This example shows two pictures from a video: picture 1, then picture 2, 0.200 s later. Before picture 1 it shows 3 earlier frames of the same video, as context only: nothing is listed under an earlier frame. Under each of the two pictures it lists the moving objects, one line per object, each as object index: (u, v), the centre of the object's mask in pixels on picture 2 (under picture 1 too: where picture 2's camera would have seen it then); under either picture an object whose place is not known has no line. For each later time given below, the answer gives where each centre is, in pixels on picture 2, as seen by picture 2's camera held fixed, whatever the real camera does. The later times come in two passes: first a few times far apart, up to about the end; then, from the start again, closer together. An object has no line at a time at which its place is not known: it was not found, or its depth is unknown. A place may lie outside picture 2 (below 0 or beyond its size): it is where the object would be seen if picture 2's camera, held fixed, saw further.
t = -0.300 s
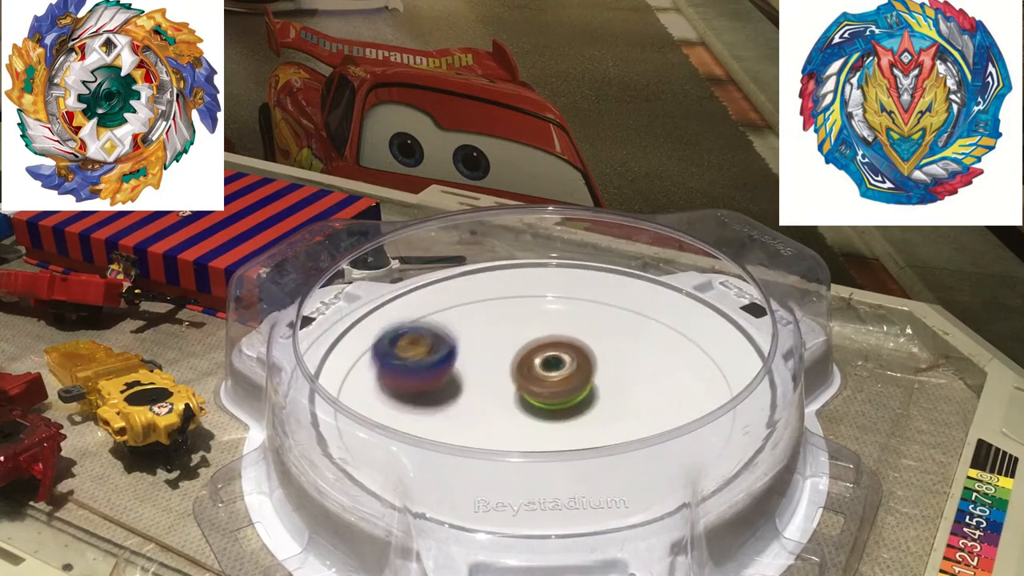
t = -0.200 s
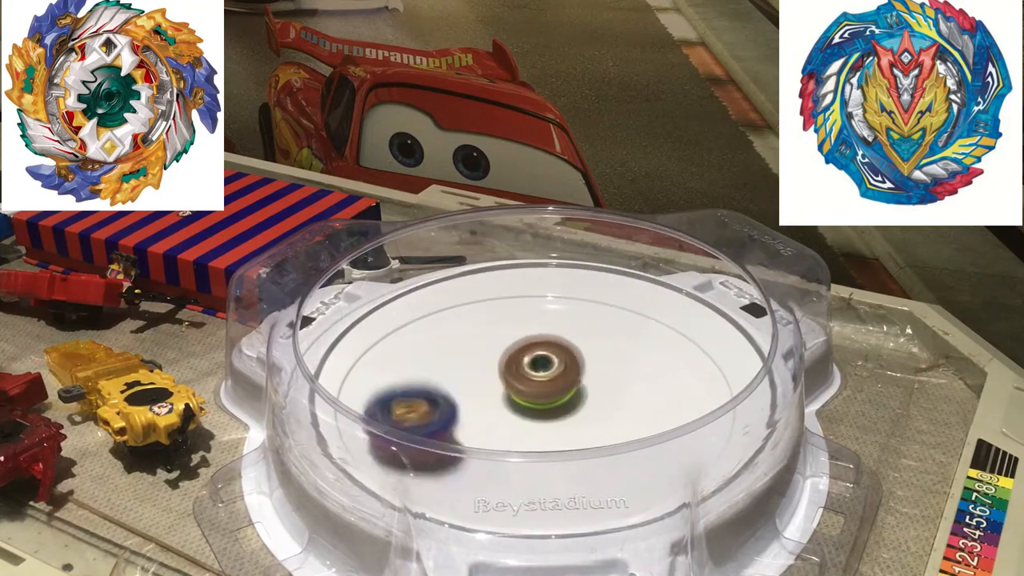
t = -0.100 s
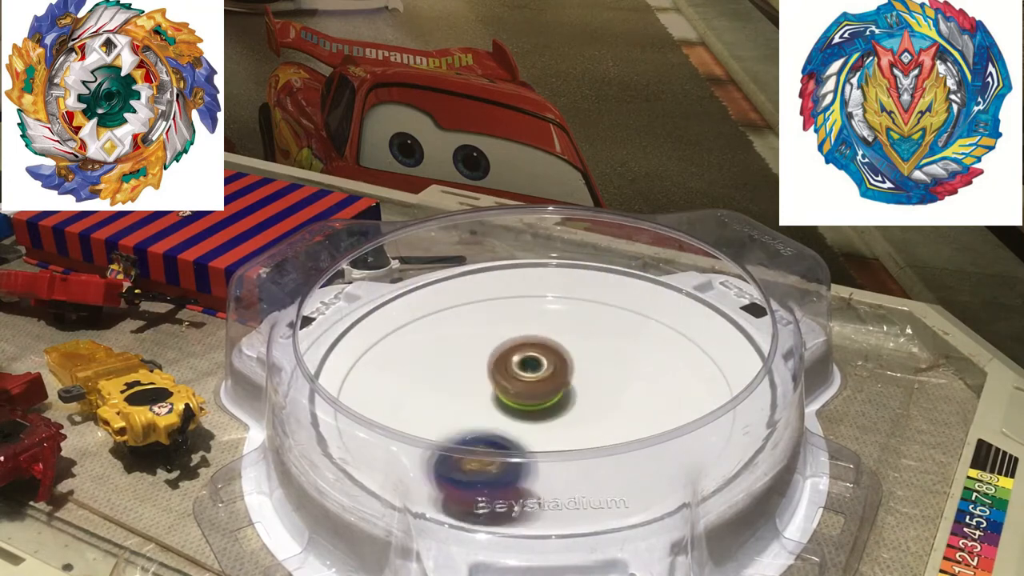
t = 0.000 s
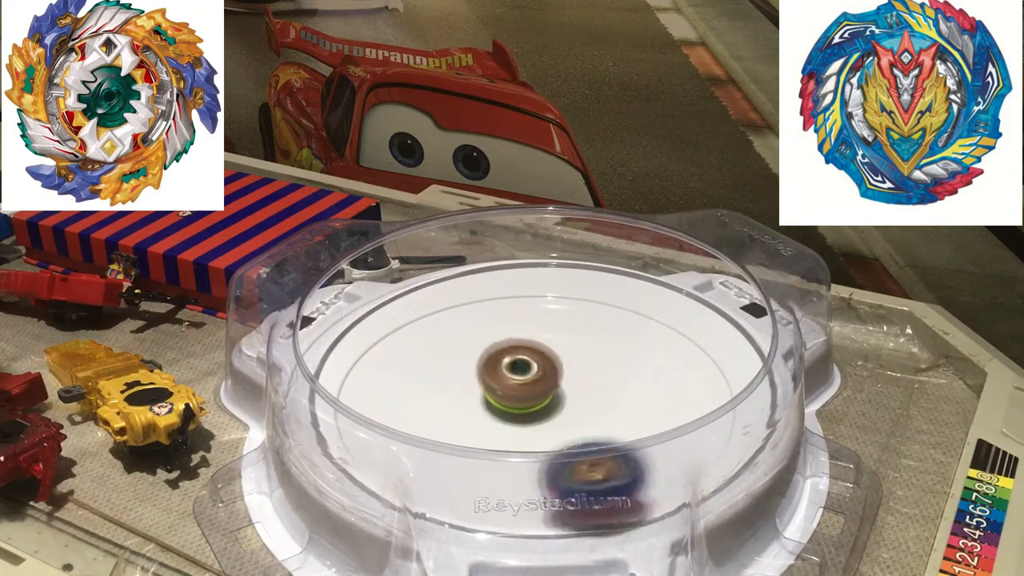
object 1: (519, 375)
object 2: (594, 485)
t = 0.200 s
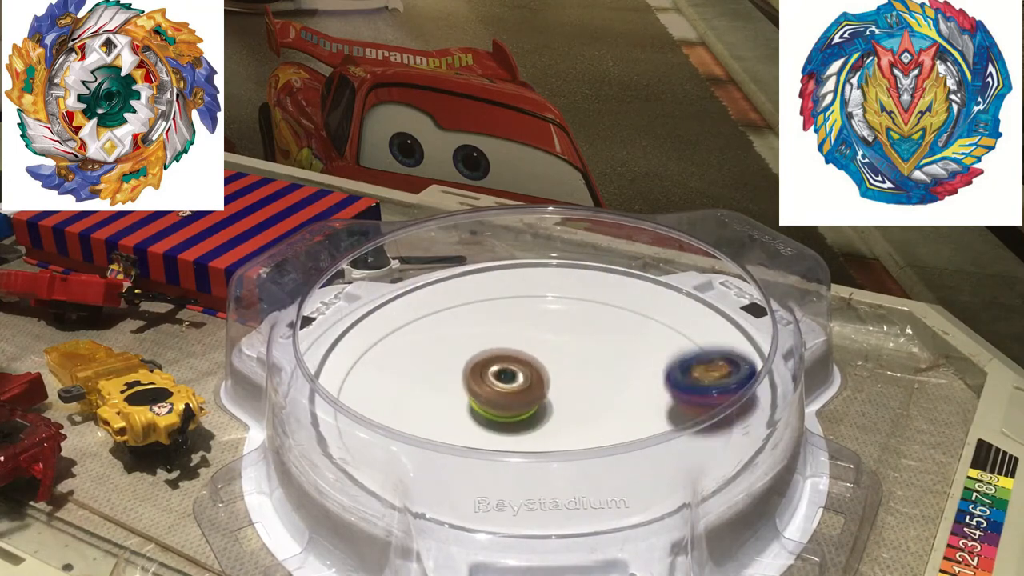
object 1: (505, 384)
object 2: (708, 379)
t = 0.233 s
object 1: (504, 386)
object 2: (703, 366)
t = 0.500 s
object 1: (505, 403)
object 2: (483, 322)
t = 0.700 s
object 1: (518, 411)
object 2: (364, 397)
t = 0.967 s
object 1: (544, 413)
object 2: (572, 485)
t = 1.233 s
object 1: (563, 405)
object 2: (661, 347)
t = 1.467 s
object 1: (566, 394)
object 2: (501, 288)
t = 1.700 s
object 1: (557, 385)
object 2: (364, 361)
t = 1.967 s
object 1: (538, 381)
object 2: (555, 464)
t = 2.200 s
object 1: (524, 385)
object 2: (711, 372)
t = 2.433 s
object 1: (519, 393)
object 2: (604, 295)
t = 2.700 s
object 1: (527, 402)
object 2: (415, 365)
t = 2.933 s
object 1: (541, 404)
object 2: (476, 474)
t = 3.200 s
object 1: (552, 401)
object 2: (694, 429)
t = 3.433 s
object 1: (553, 395)
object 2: (616, 330)
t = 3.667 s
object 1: (548, 389)
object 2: (432, 327)
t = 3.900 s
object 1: (538, 387)
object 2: (373, 419)
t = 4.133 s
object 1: (531, 389)
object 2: (572, 465)
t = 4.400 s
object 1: (529, 395)
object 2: (666, 346)
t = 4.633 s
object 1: (534, 400)
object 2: (537, 289)
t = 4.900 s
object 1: (543, 400)
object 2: (406, 378)
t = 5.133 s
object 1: (548, 396)
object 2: (529, 465)
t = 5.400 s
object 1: (547, 393)
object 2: (707, 401)
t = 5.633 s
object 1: (541, 390)
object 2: (616, 326)
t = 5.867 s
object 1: (534, 390)
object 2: (445, 342)
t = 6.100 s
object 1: (530, 393)
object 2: (394, 428)
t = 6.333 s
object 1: (531, 396)
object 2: (558, 467)
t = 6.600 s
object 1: (539, 399)
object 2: (648, 367)
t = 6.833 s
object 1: (544, 398)
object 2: (541, 304)
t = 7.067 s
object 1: (547, 395)
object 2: (422, 348)
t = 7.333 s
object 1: (546, 389)
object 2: (501, 449)
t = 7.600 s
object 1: (539, 390)
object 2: (676, 408)
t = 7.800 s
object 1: (537, 391)
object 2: (650, 345)
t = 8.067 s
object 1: (535, 395)
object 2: (487, 344)
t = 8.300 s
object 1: (538, 397)
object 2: (423, 409)
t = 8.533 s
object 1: (542, 395)
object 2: (532, 462)
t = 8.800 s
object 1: (533, 393)
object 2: (646, 393)
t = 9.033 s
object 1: (521, 389)
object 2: (597, 327)
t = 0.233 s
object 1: (504, 386)
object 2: (703, 366)
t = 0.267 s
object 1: (503, 388)
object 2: (687, 352)
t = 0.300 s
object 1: (502, 390)
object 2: (665, 339)
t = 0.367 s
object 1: (502, 394)
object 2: (609, 322)
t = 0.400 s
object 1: (502, 396)
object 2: (578, 317)
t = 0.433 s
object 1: (502, 398)
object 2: (545, 316)
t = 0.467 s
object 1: (503, 400)
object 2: (514, 318)
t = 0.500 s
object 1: (505, 403)
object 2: (483, 322)
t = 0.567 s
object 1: (508, 406)
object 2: (427, 339)
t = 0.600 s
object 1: (510, 407)
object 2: (403, 351)
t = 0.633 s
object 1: (512, 408)
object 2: (384, 364)
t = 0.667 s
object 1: (515, 410)
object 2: (371, 380)
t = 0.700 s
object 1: (518, 411)
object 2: (364, 397)
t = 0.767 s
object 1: (524, 413)
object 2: (374, 435)
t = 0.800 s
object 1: (527, 413)
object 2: (391, 451)
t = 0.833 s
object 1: (531, 414)
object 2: (419, 466)
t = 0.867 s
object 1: (534, 414)
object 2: (451, 475)
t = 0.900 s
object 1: (537, 414)
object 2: (490, 484)
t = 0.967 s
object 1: (544, 413)
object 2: (572, 485)
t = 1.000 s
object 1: (546, 413)
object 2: (606, 472)
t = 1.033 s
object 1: (550, 413)
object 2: (637, 460)
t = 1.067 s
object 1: (552, 412)
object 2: (660, 444)
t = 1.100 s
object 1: (555, 411)
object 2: (675, 424)
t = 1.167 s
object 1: (560, 408)
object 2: (680, 384)
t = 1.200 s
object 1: (562, 407)
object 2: (673, 366)
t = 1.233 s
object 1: (563, 405)
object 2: (661, 347)
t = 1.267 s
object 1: (564, 404)
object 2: (645, 333)
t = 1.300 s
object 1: (565, 402)
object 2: (625, 320)
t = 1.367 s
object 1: (566, 399)
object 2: (579, 300)
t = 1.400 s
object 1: (566, 397)
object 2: (554, 293)
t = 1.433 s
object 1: (566, 396)
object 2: (527, 289)
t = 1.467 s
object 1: (566, 394)
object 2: (501, 288)
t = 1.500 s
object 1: (565, 393)
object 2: (475, 290)
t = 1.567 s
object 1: (563, 390)
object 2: (423, 301)
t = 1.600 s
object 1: (562, 388)
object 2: (402, 311)
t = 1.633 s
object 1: (561, 387)
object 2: (384, 325)
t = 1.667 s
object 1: (559, 386)
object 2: (371, 343)
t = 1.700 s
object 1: (557, 385)
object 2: (364, 361)
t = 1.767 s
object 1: (553, 383)
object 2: (376, 405)
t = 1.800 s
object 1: (550, 383)
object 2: (392, 424)
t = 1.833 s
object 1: (548, 382)
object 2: (414, 440)
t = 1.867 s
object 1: (545, 382)
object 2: (444, 454)
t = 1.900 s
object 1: (543, 381)
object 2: (480, 465)
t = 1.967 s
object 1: (538, 381)
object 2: (555, 464)
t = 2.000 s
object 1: (535, 381)
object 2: (595, 460)
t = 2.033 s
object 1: (533, 382)
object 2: (627, 456)
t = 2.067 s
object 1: (531, 382)
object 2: (655, 445)
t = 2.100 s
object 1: (529, 383)
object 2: (680, 428)
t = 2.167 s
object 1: (525, 384)
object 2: (708, 393)
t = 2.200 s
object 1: (524, 385)
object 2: (711, 372)
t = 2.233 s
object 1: (522, 386)
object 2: (714, 358)
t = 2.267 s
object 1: (521, 387)
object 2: (708, 343)
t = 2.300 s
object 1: (521, 389)
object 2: (696, 327)
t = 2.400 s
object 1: (519, 392)
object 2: (629, 299)
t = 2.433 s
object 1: (519, 393)
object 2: (604, 295)
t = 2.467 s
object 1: (520, 395)
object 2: (577, 293)
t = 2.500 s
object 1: (520, 396)
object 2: (548, 296)
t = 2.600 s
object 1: (523, 399)
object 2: (468, 319)
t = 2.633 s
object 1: (524, 400)
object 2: (445, 334)
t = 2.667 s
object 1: (525, 401)
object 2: (428, 348)
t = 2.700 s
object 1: (527, 402)
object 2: (415, 365)
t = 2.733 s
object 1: (529, 403)
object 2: (407, 382)
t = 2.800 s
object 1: (533, 404)
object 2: (407, 420)
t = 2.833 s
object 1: (535, 404)
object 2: (416, 435)
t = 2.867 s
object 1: (537, 405)
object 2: (430, 451)
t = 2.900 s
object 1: (538, 404)
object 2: (451, 462)
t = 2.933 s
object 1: (541, 404)
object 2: (476, 474)
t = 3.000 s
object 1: (544, 404)
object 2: (540, 486)
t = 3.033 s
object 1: (545, 404)
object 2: (572, 487)
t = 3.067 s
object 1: (547, 403)
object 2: (607, 483)
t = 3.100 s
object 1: (548, 403)
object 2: (636, 473)
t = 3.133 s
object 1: (549, 403)
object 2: (660, 458)
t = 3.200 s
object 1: (552, 401)
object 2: (694, 429)
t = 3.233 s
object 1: (553, 400)
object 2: (701, 411)
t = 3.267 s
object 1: (554, 399)
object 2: (694, 388)
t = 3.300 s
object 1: (554, 398)
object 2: (691, 377)
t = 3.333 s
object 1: (554, 397)
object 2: (678, 364)
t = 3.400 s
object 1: (554, 396)
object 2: (639, 338)
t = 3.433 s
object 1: (553, 395)
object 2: (616, 330)
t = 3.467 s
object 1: (553, 394)
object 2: (590, 322)
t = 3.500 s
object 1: (552, 394)
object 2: (562, 319)
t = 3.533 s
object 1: (552, 392)
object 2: (535, 316)
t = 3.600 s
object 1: (550, 390)
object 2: (481, 317)
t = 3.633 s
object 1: (548, 389)
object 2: (456, 321)
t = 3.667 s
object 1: (548, 389)
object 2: (432, 327)
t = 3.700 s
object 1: (546, 388)
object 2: (411, 334)
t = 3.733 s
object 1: (545, 388)
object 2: (393, 343)
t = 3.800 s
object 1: (542, 387)
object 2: (367, 369)
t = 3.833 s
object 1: (541, 387)
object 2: (364, 381)
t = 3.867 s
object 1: (540, 387)
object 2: (364, 399)
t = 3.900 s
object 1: (538, 387)
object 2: (373, 419)
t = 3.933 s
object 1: (538, 387)
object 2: (386, 430)
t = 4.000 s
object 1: (535, 388)
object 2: (435, 457)
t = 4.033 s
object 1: (534, 388)
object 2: (468, 464)
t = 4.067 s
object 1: (533, 388)
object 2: (503, 466)
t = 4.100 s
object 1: (532, 389)
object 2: (539, 465)
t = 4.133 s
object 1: (531, 389)
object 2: (572, 465)
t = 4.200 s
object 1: (530, 391)
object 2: (628, 444)
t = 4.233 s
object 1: (529, 392)
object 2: (649, 429)
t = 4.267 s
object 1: (529, 392)
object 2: (662, 408)
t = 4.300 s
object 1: (529, 393)
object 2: (670, 395)
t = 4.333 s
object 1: (529, 394)
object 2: (675, 380)
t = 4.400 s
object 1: (529, 395)
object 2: (666, 346)
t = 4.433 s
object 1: (529, 396)
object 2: (656, 332)
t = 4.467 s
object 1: (530, 397)
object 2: (643, 319)
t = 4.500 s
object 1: (530, 398)
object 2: (626, 310)
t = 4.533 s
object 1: (531, 398)
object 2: (606, 300)
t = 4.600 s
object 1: (533, 399)
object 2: (560, 290)
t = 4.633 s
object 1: (534, 400)
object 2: (537, 289)
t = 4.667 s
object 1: (535, 400)
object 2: (512, 291)
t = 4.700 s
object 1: (536, 400)
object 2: (489, 296)
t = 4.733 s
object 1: (536, 400)
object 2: (466, 305)
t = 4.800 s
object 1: (539, 401)
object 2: (430, 329)
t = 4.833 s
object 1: (541, 401)
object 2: (417, 344)
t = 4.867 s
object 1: (542, 400)
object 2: (409, 359)
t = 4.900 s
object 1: (543, 400)
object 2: (406, 378)
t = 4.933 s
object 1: (544, 400)
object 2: (409, 394)
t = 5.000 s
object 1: (545, 399)
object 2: (432, 429)
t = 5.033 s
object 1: (546, 399)
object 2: (451, 445)
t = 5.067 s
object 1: (547, 398)
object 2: (474, 455)
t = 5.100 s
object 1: (548, 397)
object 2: (500, 459)
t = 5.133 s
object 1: (548, 396)
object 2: (529, 465)
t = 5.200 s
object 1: (549, 396)
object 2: (592, 469)
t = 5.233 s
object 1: (548, 395)
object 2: (621, 464)
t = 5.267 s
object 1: (549, 395)
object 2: (647, 454)
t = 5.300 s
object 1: (548, 394)
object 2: (670, 444)
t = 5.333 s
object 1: (548, 394)
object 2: (688, 431)
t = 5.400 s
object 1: (547, 393)
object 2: (707, 401)
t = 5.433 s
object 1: (547, 392)
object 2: (708, 386)
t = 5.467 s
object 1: (546, 391)
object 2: (702, 372)
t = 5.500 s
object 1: (545, 391)
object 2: (693, 359)
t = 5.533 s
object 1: (544, 391)
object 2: (679, 348)
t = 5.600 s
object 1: (542, 390)
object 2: (640, 331)
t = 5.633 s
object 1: (541, 390)
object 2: (616, 326)
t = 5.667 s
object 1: (539, 390)
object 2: (592, 323)
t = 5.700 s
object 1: (537, 390)
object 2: (565, 322)
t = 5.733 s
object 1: (538, 391)
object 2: (539, 322)
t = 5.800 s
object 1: (537, 391)
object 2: (488, 328)
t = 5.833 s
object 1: (536, 391)
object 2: (466, 335)
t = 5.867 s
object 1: (534, 390)
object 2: (445, 342)
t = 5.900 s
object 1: (533, 391)
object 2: (425, 351)
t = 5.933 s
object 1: (532, 391)
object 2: (410, 361)
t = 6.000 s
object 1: (531, 392)
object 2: (390, 386)
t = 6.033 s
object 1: (531, 392)
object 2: (388, 395)
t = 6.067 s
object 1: (530, 393)
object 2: (387, 409)
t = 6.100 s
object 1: (530, 393)
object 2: (394, 428)
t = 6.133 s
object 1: (530, 394)
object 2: (406, 439)
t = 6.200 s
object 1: (530, 395)
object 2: (446, 459)
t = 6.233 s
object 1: (530, 396)
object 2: (469, 464)
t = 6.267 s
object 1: (530, 396)
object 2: (499, 465)
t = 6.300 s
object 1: (531, 396)
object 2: (530, 466)
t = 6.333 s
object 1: (531, 396)
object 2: (558, 467)
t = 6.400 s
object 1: (533, 398)
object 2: (608, 450)
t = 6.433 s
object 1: (534, 398)
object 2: (627, 438)
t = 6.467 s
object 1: (535, 399)
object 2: (640, 425)
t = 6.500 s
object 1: (535, 399)
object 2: (646, 405)
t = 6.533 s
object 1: (536, 399)
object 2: (653, 395)
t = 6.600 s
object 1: (539, 399)
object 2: (648, 367)
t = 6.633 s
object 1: (539, 399)
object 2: (640, 353)
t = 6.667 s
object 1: (540, 399)
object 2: (629, 342)
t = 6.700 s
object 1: (541, 399)
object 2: (615, 329)
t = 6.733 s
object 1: (542, 399)
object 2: (599, 321)
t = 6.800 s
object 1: (544, 398)
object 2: (561, 308)
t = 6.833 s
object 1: (544, 398)
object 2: (541, 304)
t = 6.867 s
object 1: (545, 398)
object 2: (521, 304)
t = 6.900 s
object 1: (546, 397)
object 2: (500, 305)
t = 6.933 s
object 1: (546, 397)
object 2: (480, 310)
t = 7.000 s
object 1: (547, 396)
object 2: (445, 325)
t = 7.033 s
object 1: (547, 395)
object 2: (432, 336)
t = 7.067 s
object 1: (547, 395)
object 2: (422, 348)
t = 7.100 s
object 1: (547, 394)
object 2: (416, 361)
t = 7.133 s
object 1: (548, 394)
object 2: (415, 376)
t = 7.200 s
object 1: (547, 392)
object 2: (426, 403)
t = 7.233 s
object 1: (546, 392)
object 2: (440, 412)
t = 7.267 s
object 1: (546, 392)
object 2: (456, 431)
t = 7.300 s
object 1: (546, 391)
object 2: (477, 441)
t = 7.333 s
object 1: (546, 389)
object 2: (501, 449)
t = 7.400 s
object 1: (543, 387)
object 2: (554, 456)
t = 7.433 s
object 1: (542, 388)
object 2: (581, 452)
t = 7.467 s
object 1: (542, 389)
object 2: (606, 448)
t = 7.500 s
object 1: (541, 389)
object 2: (629, 442)
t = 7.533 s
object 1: (541, 389)
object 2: (648, 432)
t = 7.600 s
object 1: (539, 390)
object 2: (676, 408)
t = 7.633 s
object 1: (539, 389)
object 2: (681, 393)
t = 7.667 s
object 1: (538, 390)
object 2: (684, 385)
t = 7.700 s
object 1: (538, 390)
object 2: (683, 374)
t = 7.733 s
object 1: (538, 390)
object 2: (675, 362)
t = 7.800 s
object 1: (537, 391)
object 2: (650, 345)
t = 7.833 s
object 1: (536, 392)
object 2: (633, 338)
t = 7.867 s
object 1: (534, 392)
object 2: (614, 334)
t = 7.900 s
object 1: (535, 392)
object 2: (594, 331)
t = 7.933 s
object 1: (534, 392)
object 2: (572, 330)
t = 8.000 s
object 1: (535, 394)
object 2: (528, 332)
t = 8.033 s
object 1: (536, 395)
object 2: (507, 338)
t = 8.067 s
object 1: (535, 395)
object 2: (487, 344)
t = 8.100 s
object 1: (535, 395)
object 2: (469, 352)
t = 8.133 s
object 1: (535, 395)
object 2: (454, 360)
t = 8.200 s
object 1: (535, 396)
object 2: (429, 381)
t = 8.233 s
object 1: (536, 396)
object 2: (422, 392)
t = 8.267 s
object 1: (537, 396)
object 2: (420, 402)
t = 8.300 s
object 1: (538, 397)
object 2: (423, 409)
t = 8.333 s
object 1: (537, 397)
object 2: (426, 425)
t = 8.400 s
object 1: (538, 398)
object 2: (449, 445)
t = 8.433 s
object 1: (539, 397)
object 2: (466, 454)
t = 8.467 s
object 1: (539, 397)
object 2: (487, 459)
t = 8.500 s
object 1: (541, 396)
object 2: (509, 462)
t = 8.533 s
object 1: (542, 395)
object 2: (532, 462)
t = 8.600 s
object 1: (539, 395)
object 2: (577, 453)
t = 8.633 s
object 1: (540, 395)
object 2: (594, 447)
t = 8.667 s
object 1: (541, 396)
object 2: (610, 438)
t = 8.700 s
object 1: (542, 397)
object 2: (617, 419)
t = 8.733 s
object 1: (543, 397)
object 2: (626, 411)
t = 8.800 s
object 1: (533, 393)
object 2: (646, 393)
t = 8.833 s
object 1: (532, 391)
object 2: (649, 380)
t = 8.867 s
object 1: (530, 390)
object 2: (647, 368)
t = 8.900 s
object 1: (528, 390)
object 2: (643, 357)
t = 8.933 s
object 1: (526, 389)
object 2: (635, 348)
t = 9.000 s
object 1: (523, 389)
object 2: (612, 332)
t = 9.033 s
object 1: (521, 389)
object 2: (597, 327)
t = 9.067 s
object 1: (519, 389)
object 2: (581, 324)
